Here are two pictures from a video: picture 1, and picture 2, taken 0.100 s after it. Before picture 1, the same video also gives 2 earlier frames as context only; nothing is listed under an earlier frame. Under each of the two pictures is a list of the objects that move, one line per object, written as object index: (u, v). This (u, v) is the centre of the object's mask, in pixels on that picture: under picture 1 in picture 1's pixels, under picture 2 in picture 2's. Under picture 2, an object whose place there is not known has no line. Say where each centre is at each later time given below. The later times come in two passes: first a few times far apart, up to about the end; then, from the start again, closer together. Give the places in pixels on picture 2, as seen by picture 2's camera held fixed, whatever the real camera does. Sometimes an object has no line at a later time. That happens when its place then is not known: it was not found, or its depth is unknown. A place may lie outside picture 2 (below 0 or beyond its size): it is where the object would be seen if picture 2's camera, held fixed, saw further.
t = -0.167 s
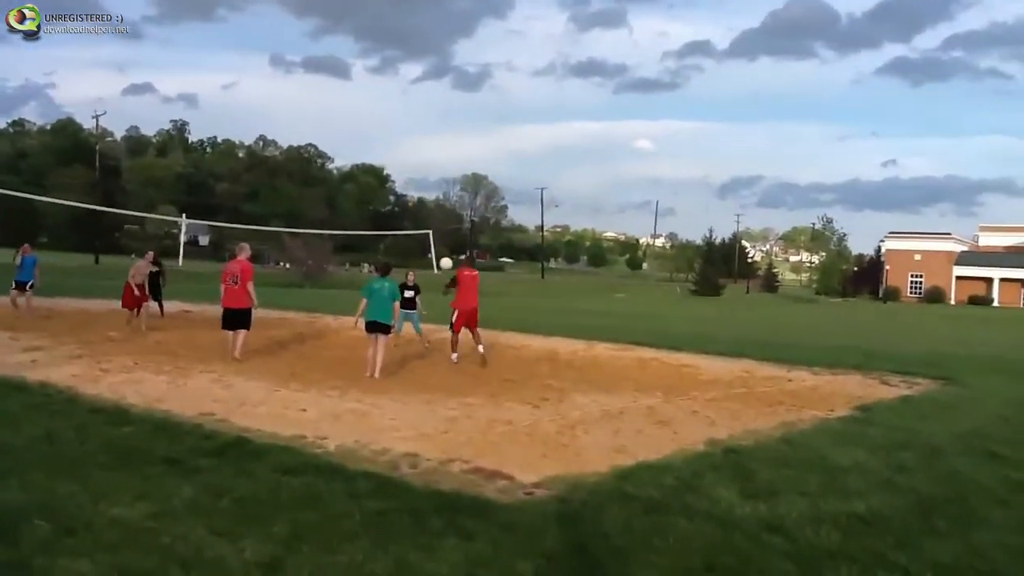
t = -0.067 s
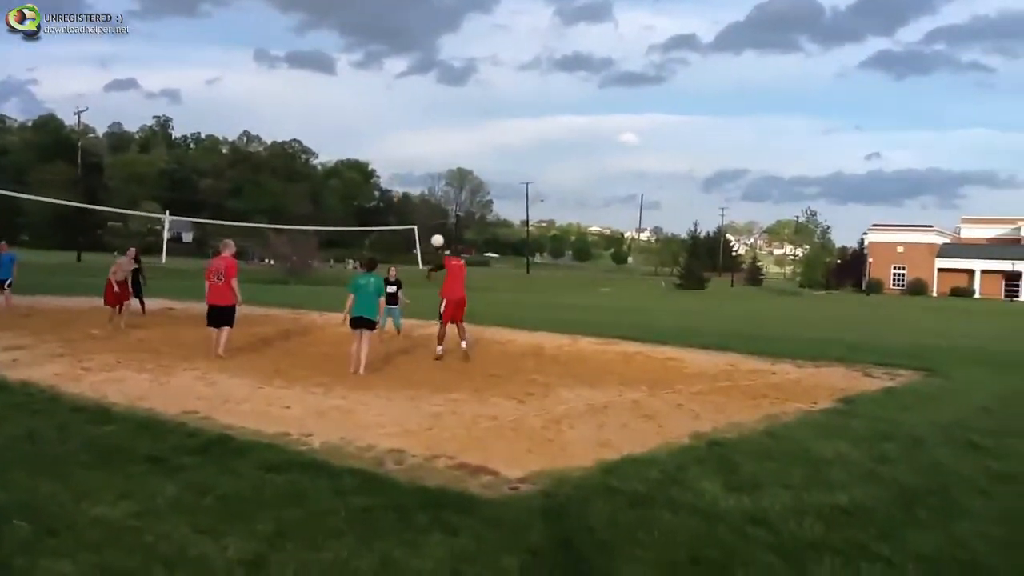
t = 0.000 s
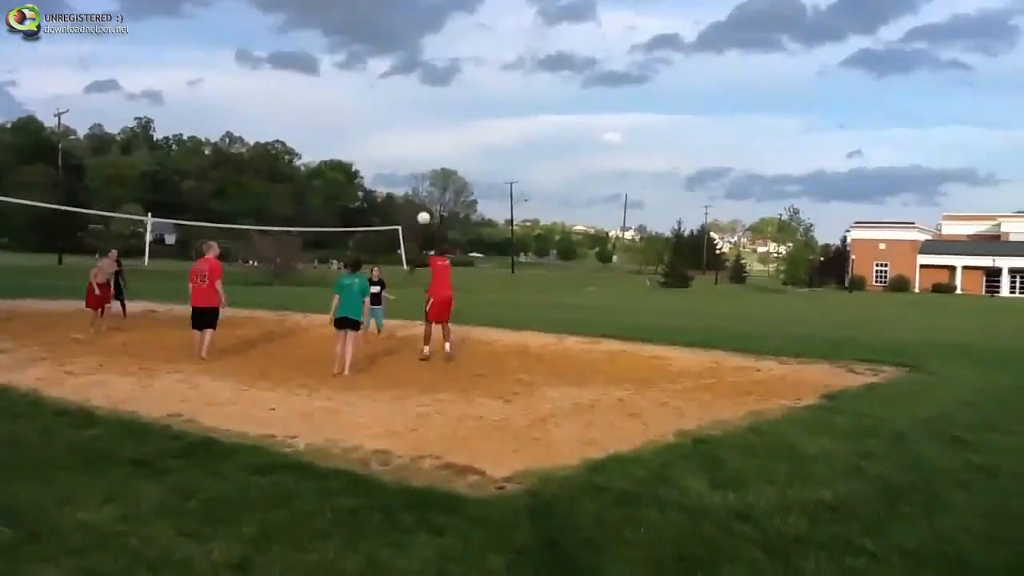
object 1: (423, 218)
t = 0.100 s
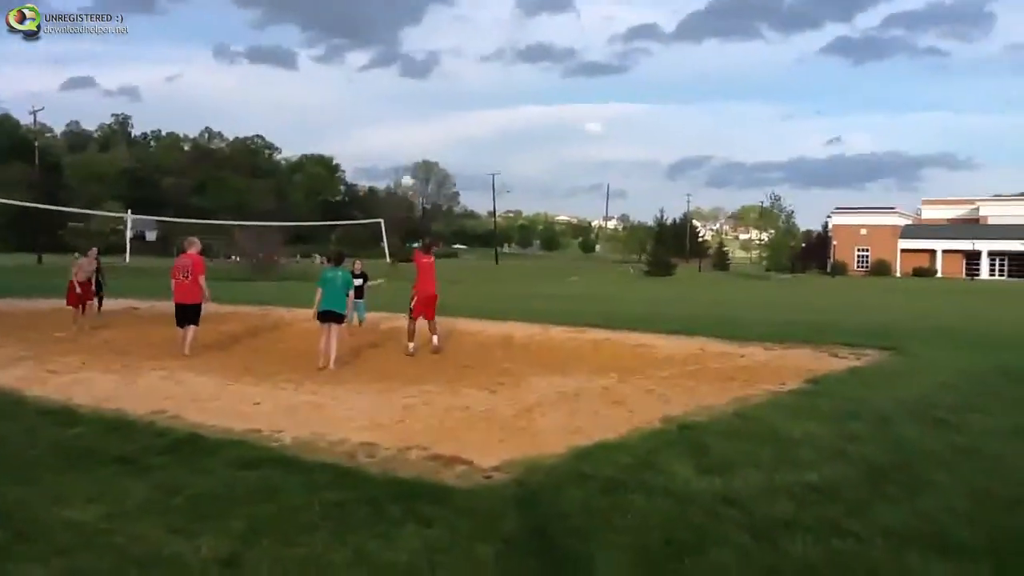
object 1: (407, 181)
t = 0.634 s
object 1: (405, 131)
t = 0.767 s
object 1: (403, 144)
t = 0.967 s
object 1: (403, 177)
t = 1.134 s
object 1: (399, 223)
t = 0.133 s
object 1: (407, 174)
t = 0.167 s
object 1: (409, 165)
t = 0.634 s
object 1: (405, 131)
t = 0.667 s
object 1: (405, 133)
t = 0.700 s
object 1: (404, 137)
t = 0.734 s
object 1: (404, 141)
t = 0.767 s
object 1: (403, 144)
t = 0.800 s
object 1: (404, 148)
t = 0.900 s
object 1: (405, 163)
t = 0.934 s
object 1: (404, 170)
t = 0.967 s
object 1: (403, 177)
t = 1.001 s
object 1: (402, 184)
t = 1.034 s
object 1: (401, 194)
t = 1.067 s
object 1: (400, 203)
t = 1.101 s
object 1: (400, 213)
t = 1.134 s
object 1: (399, 223)
